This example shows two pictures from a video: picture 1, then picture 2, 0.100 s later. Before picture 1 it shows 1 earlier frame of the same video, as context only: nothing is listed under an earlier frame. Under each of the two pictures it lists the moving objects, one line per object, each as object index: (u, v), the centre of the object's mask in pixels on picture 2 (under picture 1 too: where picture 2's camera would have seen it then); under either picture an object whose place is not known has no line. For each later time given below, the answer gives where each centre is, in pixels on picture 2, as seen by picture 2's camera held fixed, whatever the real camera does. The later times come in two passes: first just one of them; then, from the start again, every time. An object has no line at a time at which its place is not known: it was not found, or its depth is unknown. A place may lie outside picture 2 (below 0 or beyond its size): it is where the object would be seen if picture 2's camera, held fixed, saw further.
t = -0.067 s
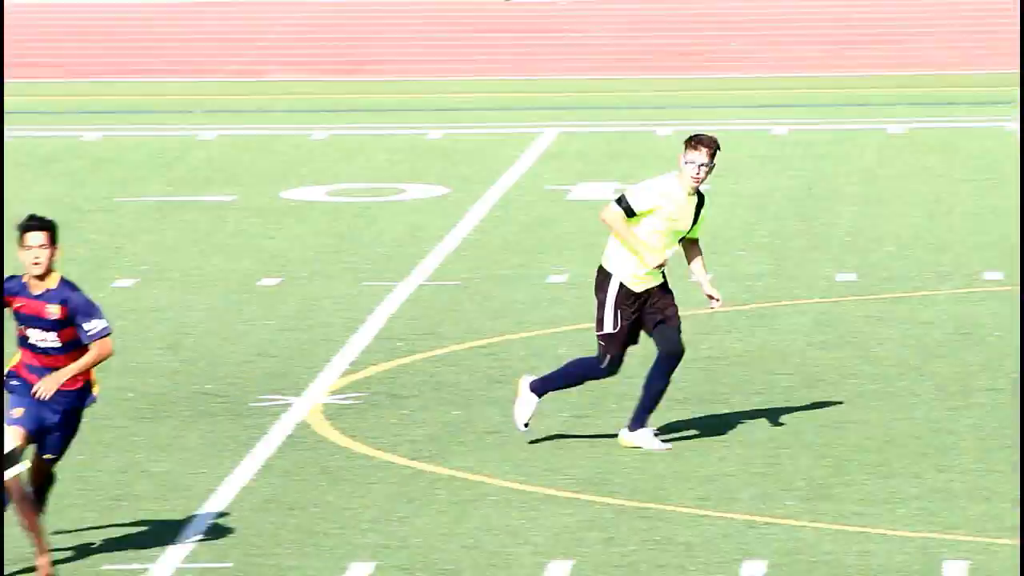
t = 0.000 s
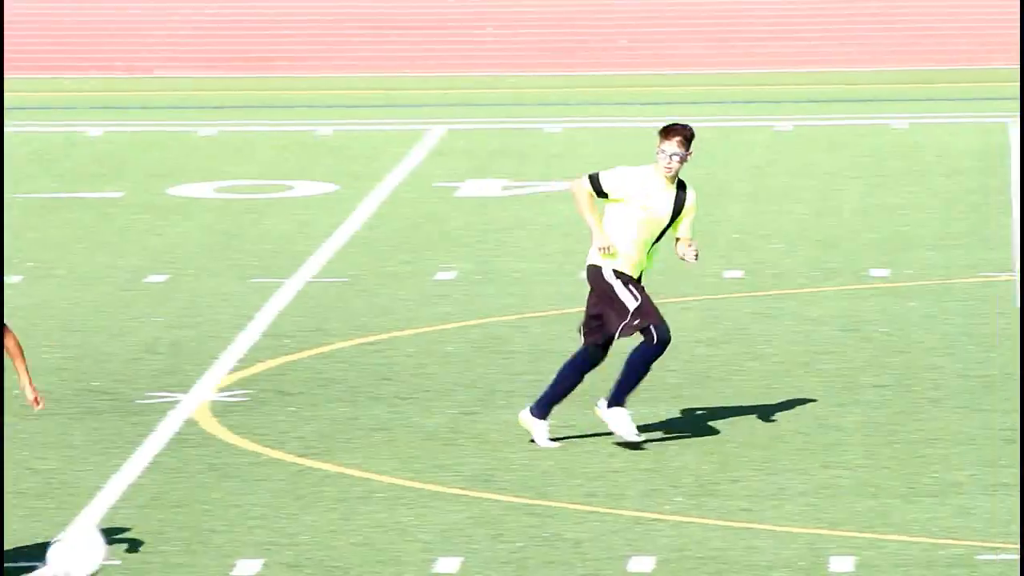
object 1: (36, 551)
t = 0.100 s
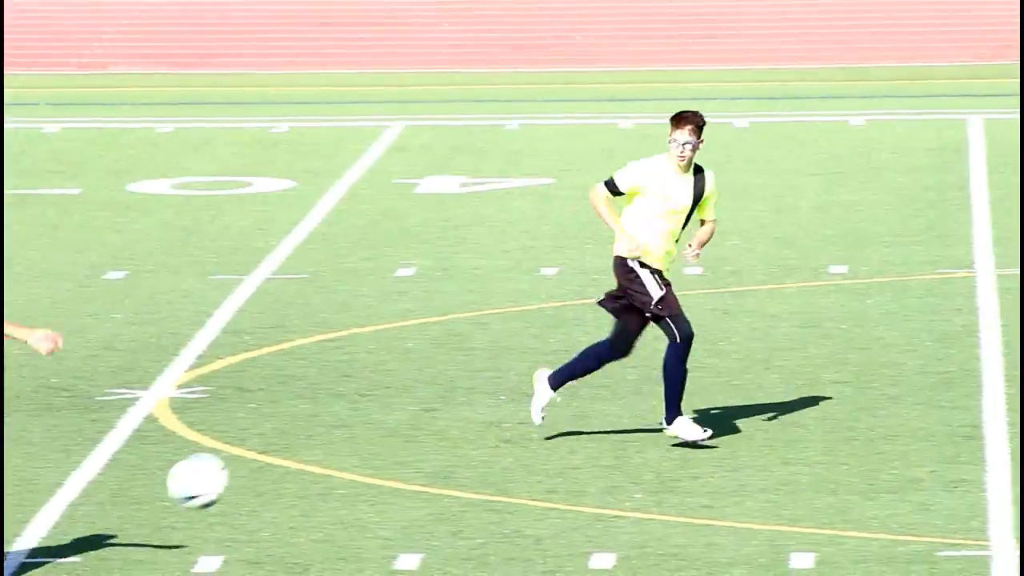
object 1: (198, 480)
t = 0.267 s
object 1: (448, 420)
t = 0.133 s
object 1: (250, 464)
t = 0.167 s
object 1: (302, 449)
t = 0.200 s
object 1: (351, 437)
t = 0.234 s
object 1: (400, 427)
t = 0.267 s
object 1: (448, 420)
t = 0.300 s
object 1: (496, 415)
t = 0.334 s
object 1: (544, 413)
